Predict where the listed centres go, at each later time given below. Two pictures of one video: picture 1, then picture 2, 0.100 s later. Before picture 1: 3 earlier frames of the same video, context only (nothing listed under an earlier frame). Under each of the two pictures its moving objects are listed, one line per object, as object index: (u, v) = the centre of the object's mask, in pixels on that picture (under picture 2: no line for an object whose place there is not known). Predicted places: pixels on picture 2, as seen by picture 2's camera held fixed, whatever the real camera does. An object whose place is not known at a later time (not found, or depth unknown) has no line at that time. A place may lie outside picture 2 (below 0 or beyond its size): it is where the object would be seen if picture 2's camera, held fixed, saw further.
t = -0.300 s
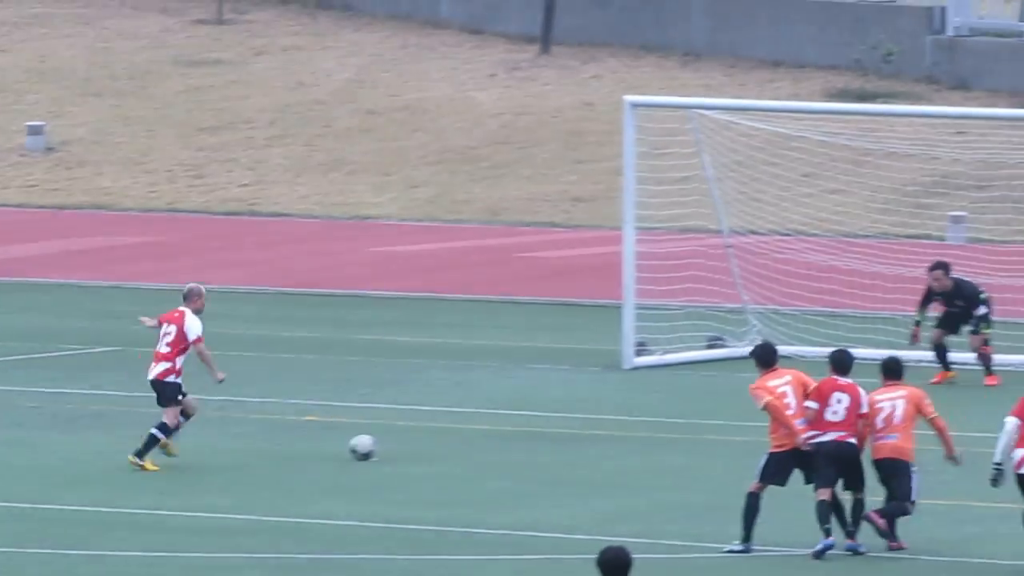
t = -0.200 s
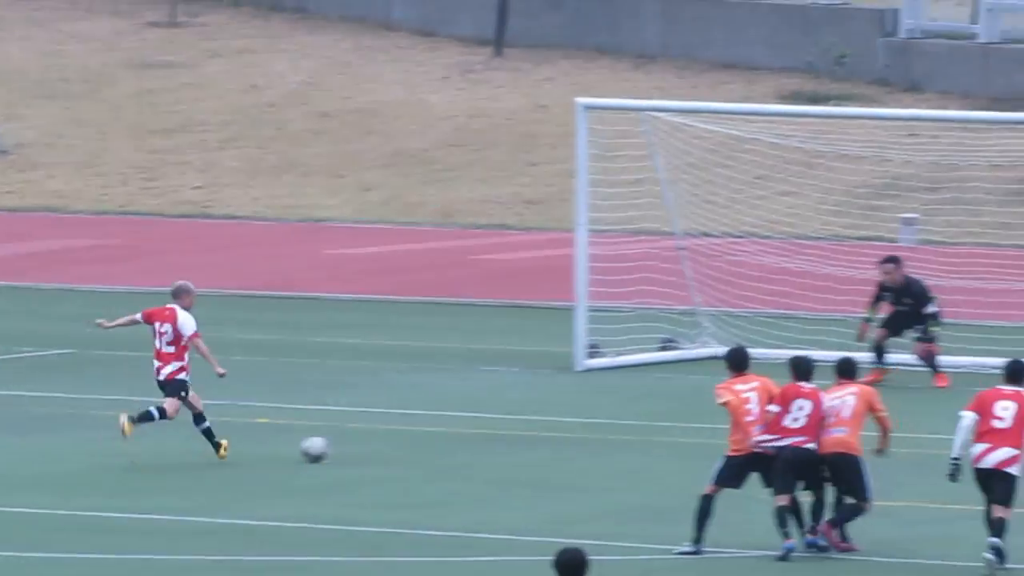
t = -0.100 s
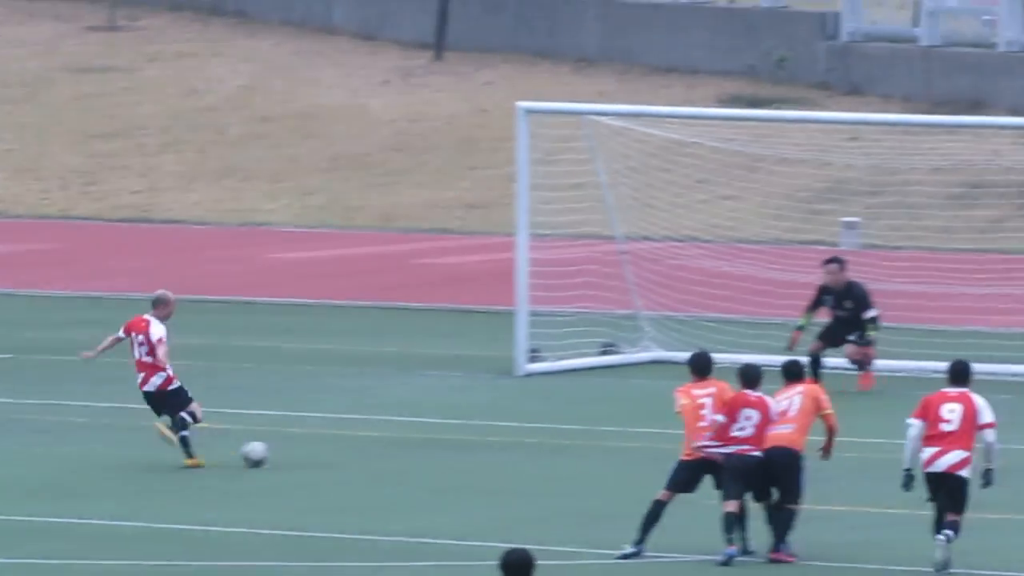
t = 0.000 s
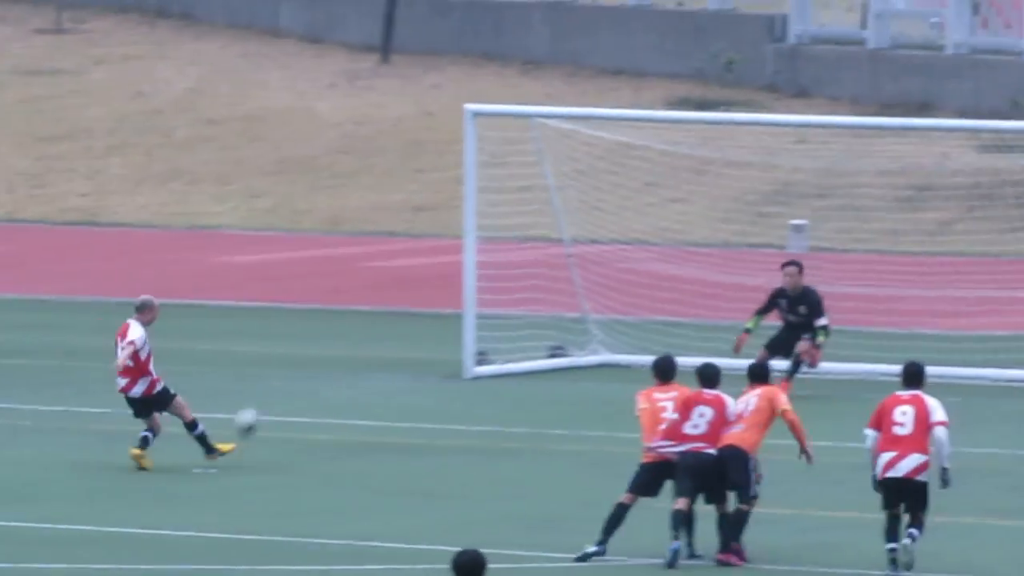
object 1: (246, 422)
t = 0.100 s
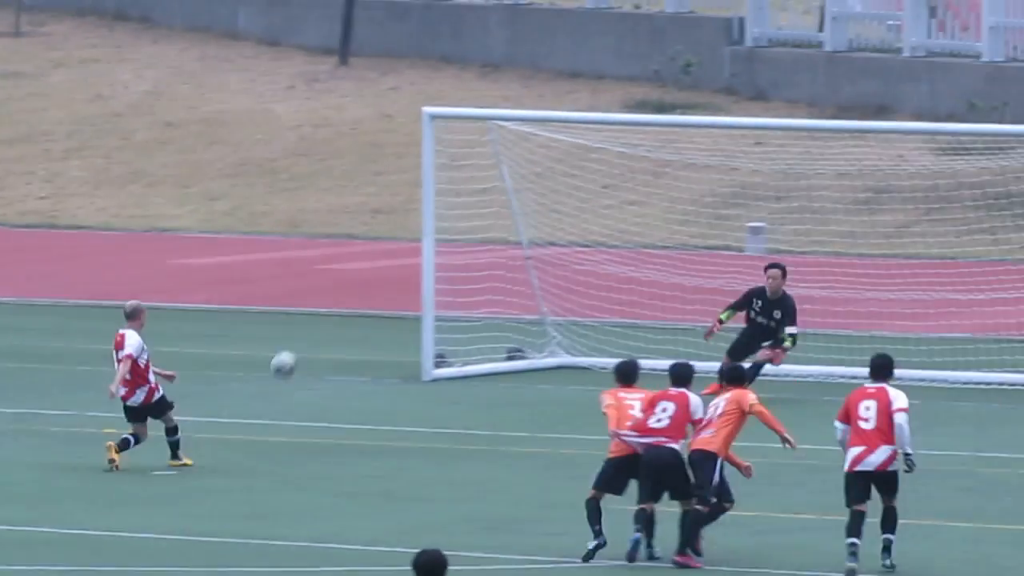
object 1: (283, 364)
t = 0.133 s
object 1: (305, 348)
